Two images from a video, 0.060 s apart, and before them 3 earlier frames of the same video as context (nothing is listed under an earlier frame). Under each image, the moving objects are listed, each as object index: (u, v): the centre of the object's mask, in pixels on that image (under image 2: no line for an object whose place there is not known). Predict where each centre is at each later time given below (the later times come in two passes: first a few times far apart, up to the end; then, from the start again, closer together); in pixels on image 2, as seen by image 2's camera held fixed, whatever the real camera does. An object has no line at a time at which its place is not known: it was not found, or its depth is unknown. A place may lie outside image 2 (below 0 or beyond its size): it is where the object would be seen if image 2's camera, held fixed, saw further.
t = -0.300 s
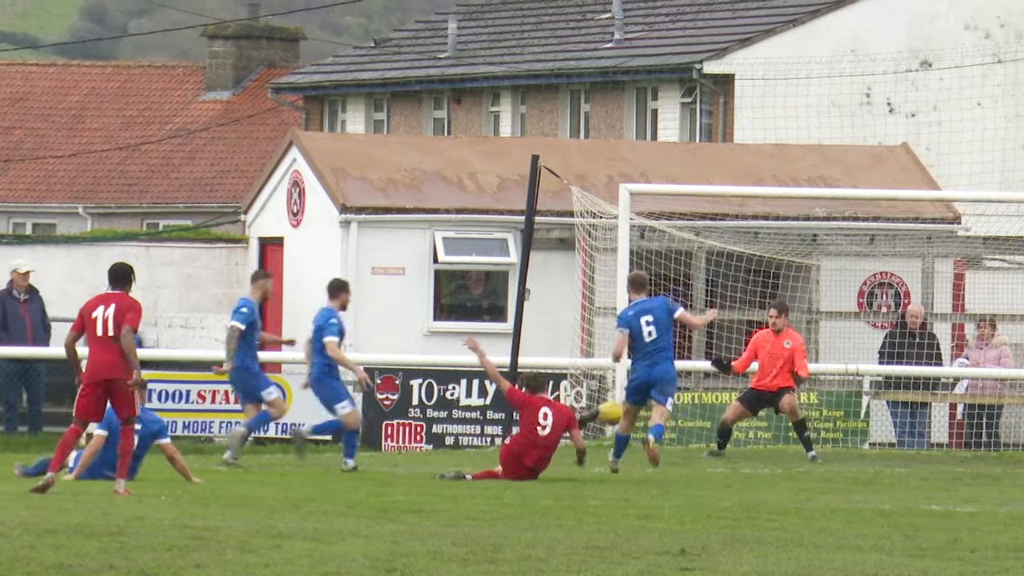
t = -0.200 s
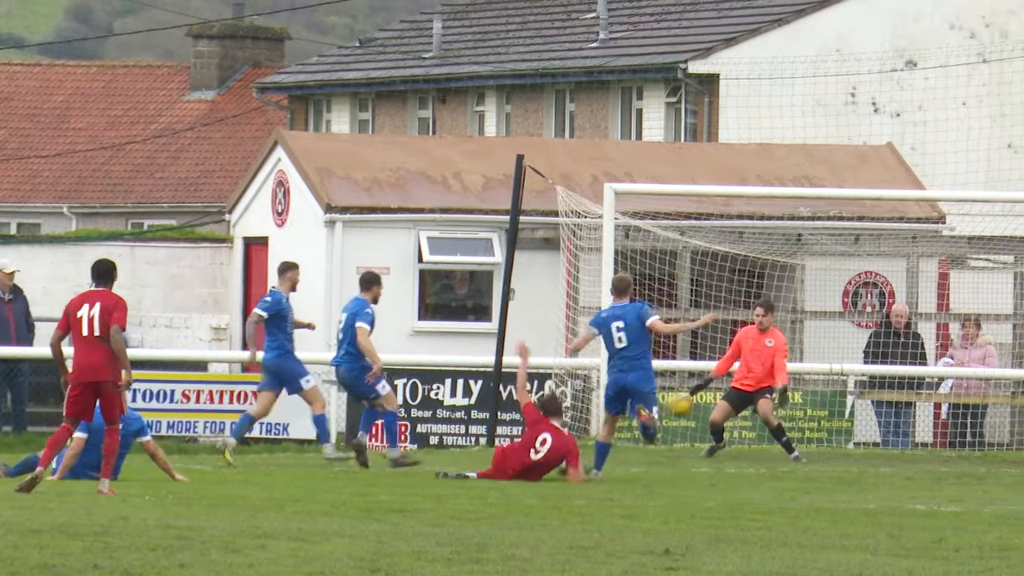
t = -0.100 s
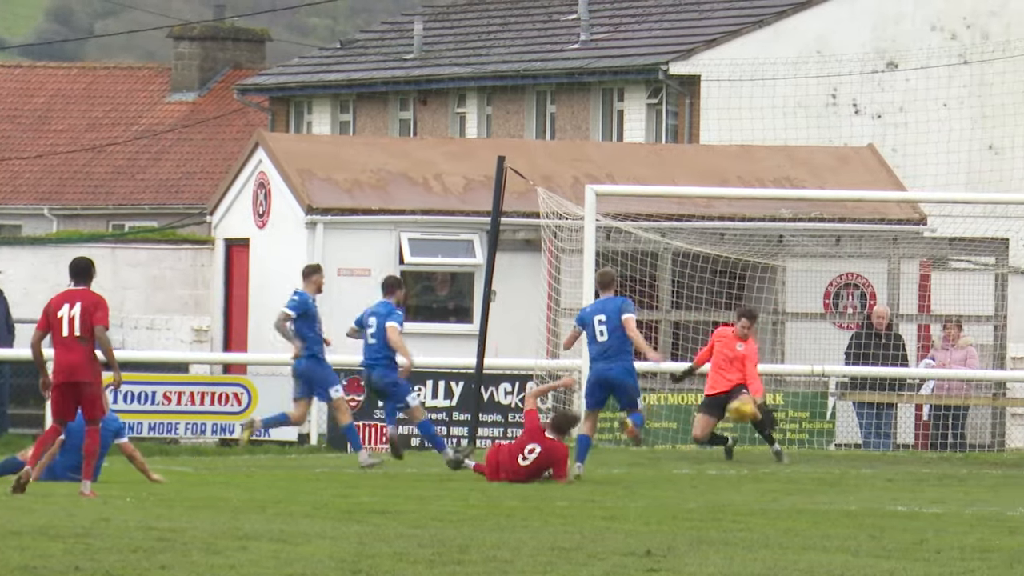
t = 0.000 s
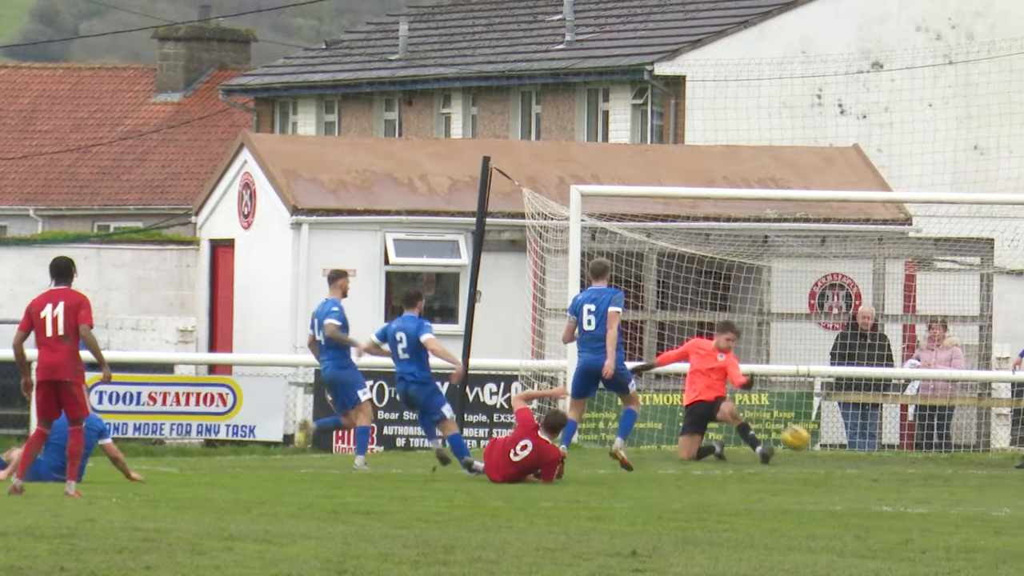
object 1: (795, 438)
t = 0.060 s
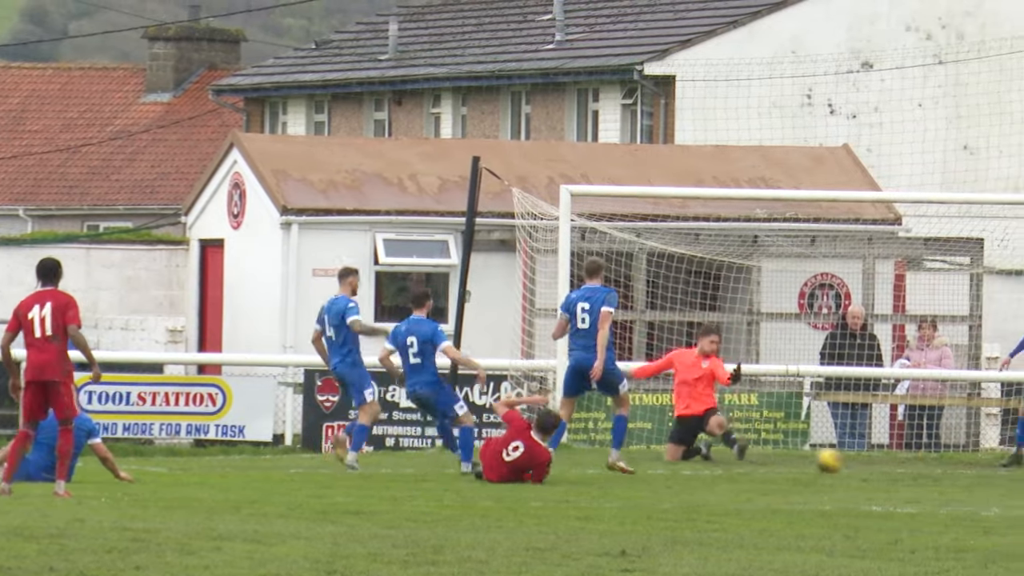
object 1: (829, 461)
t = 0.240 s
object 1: (943, 460)
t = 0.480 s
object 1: (1093, 473)
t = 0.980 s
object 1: (1377, 508)
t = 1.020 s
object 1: (1399, 513)
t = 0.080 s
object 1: (842, 463)
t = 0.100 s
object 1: (855, 462)
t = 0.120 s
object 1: (867, 460)
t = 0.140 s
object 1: (880, 459)
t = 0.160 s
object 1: (892, 458)
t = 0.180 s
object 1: (905, 458)
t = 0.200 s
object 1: (917, 458)
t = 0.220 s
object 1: (931, 459)
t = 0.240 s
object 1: (943, 460)
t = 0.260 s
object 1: (956, 462)
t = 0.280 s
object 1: (970, 464)
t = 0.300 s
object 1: (982, 467)
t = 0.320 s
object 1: (996, 470)
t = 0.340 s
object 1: (1009, 474)
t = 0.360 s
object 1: (1023, 478)
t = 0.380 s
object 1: (1035, 478)
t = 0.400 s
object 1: (1047, 477)
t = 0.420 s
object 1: (1059, 475)
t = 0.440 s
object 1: (1070, 474)
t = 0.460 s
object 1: (1082, 474)
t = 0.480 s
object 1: (1093, 473)
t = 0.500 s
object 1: (1106, 474)
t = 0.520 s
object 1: (1118, 476)
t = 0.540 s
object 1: (1129, 477)
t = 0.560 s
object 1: (1142, 479)
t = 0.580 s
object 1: (1154, 482)
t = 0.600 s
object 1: (1166, 485)
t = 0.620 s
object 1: (1179, 487)
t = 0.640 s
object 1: (1190, 489)
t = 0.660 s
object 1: (1202, 488)
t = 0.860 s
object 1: (1315, 501)
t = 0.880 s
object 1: (1325, 501)
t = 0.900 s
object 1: (1336, 502)
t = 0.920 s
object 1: (1346, 503)
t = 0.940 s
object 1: (1357, 504)
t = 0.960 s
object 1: (1367, 506)
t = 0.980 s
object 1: (1377, 508)
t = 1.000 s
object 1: (1388, 510)
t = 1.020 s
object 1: (1399, 513)
